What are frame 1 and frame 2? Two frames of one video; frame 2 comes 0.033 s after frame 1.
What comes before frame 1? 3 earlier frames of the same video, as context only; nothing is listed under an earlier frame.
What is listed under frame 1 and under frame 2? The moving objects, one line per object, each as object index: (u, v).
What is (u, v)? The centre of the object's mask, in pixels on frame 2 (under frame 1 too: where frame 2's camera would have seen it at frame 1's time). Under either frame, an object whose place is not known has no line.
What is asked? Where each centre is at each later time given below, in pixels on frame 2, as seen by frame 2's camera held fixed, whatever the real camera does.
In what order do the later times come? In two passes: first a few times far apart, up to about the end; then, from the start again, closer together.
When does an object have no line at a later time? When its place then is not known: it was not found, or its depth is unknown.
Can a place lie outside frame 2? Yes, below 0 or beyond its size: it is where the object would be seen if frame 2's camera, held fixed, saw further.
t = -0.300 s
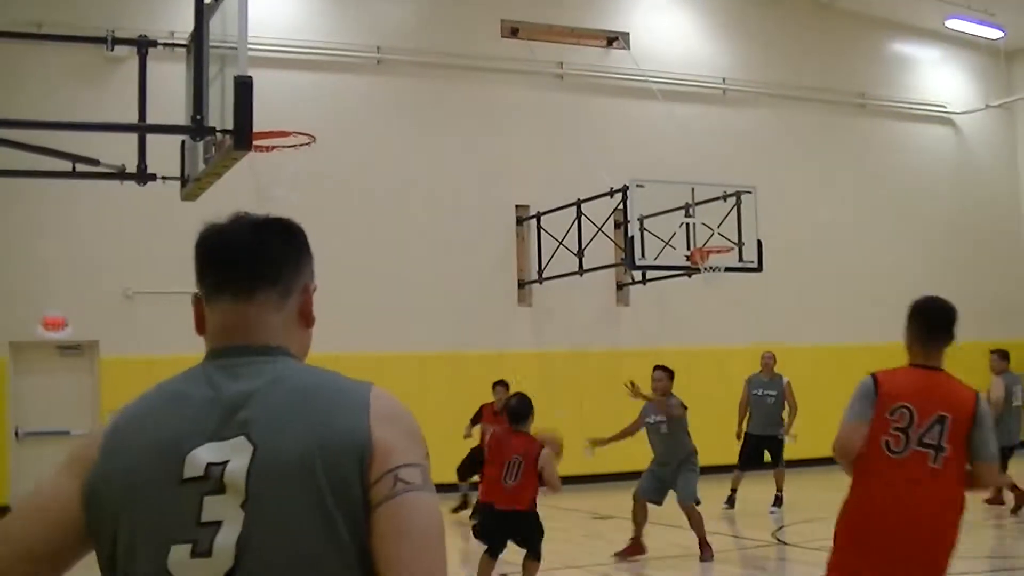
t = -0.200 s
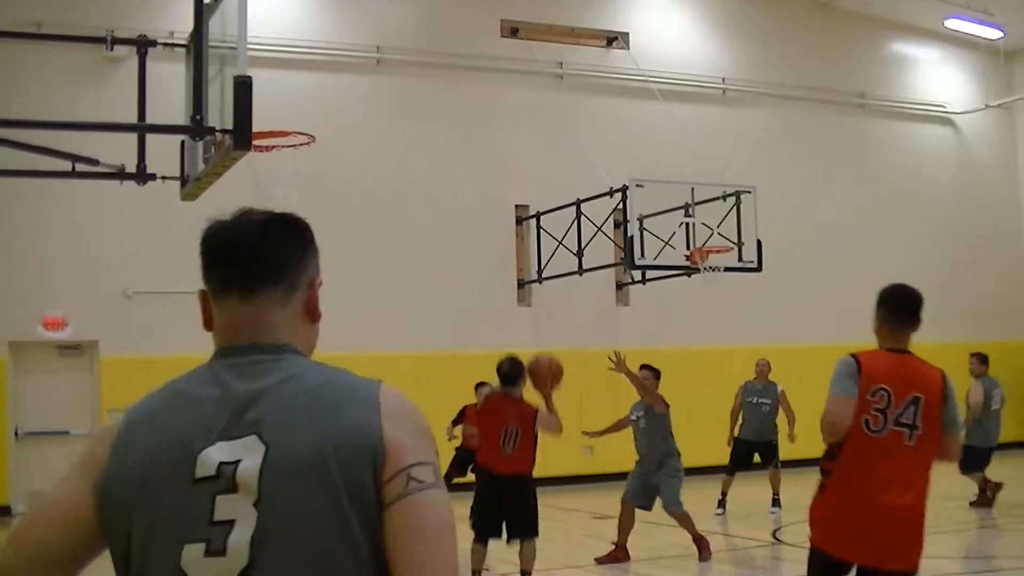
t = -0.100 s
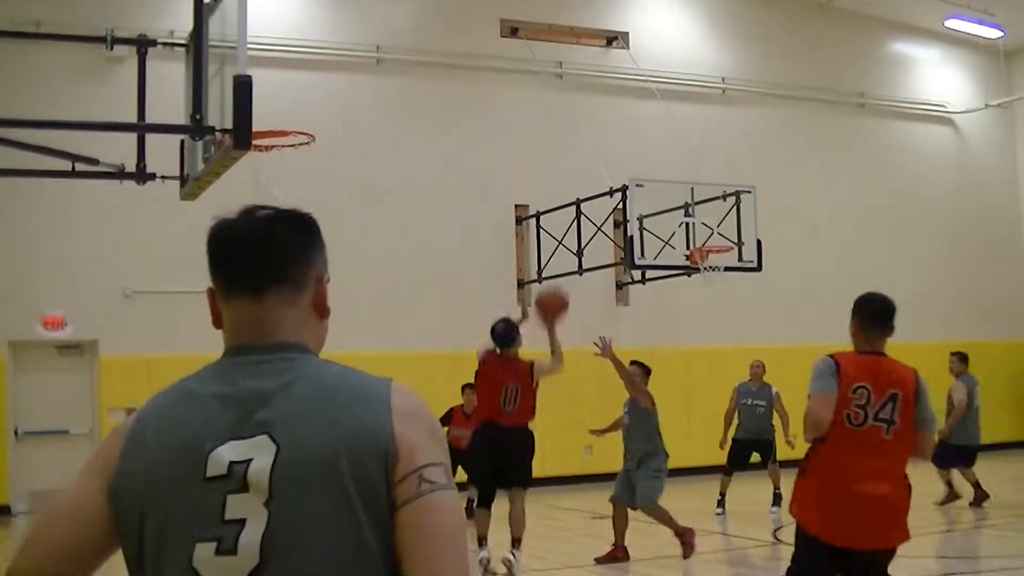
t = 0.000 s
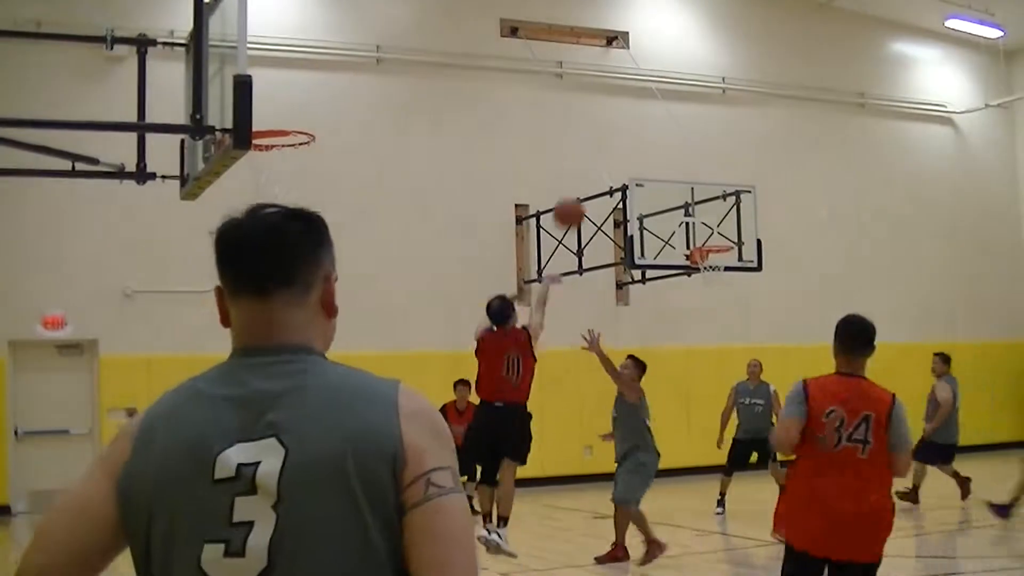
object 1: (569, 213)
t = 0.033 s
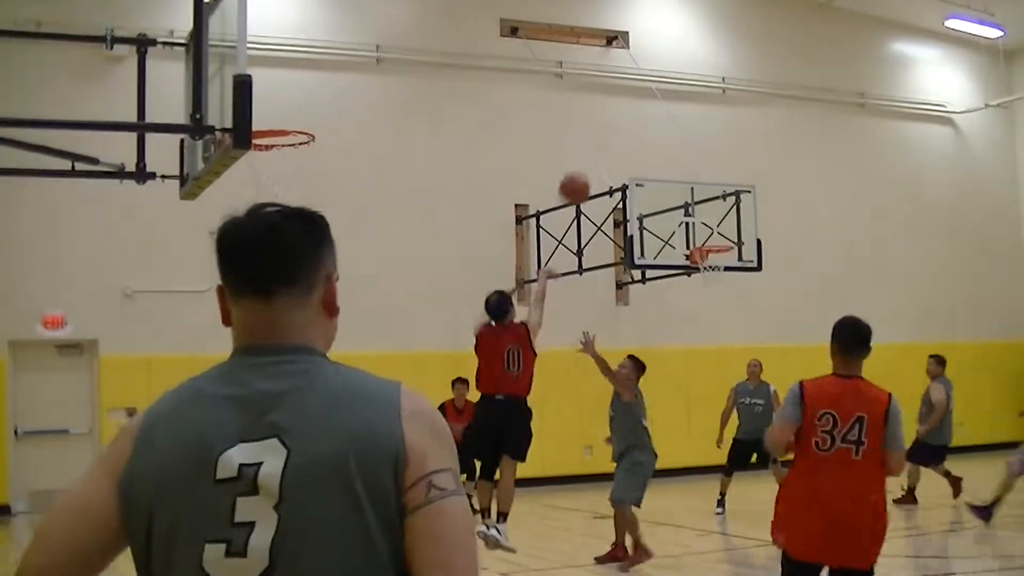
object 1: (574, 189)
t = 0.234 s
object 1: (605, 88)
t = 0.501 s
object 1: (638, 43)
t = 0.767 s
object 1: (669, 72)
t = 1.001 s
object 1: (691, 138)
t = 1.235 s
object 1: (711, 237)
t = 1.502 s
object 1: (730, 149)
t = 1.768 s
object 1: (754, 108)
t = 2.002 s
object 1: (776, 117)
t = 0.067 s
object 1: (579, 167)
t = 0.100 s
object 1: (586, 147)
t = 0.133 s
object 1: (591, 129)
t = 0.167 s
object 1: (596, 113)
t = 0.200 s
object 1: (601, 99)
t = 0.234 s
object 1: (605, 88)
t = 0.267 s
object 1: (610, 77)
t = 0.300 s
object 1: (615, 68)
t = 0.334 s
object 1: (619, 61)
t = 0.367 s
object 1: (624, 55)
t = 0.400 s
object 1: (628, 50)
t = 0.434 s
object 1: (632, 47)
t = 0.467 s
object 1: (636, 45)
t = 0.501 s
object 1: (638, 43)
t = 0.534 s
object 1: (644, 44)
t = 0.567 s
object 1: (648, 45)
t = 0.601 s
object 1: (651, 47)
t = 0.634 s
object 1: (655, 51)
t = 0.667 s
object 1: (659, 54)
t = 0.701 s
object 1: (662, 59)
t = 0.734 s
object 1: (665, 65)
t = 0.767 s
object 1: (669, 72)
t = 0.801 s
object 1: (672, 79)
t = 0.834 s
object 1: (674, 87)
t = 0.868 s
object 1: (678, 96)
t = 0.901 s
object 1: (681, 106)
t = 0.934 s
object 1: (685, 116)
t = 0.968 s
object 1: (687, 127)
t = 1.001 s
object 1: (691, 138)
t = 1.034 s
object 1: (694, 151)
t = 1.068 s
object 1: (696, 164)
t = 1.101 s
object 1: (700, 177)
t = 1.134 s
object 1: (702, 192)
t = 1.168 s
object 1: (705, 206)
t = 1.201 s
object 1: (708, 222)
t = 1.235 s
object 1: (711, 237)
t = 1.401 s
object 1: (723, 178)
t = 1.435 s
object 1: (725, 168)
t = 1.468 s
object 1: (728, 157)
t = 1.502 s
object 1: (730, 149)
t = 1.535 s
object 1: (733, 141)
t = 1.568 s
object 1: (737, 133)
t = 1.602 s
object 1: (739, 127)
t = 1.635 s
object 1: (742, 121)
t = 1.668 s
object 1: (745, 117)
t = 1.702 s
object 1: (748, 113)
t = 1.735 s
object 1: (751, 110)
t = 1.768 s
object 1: (754, 108)
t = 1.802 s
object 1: (757, 107)
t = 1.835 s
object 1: (760, 106)
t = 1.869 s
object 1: (764, 107)
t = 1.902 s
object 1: (767, 108)
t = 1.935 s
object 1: (770, 110)
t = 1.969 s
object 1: (773, 114)
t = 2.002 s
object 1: (776, 117)
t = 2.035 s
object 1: (780, 122)
